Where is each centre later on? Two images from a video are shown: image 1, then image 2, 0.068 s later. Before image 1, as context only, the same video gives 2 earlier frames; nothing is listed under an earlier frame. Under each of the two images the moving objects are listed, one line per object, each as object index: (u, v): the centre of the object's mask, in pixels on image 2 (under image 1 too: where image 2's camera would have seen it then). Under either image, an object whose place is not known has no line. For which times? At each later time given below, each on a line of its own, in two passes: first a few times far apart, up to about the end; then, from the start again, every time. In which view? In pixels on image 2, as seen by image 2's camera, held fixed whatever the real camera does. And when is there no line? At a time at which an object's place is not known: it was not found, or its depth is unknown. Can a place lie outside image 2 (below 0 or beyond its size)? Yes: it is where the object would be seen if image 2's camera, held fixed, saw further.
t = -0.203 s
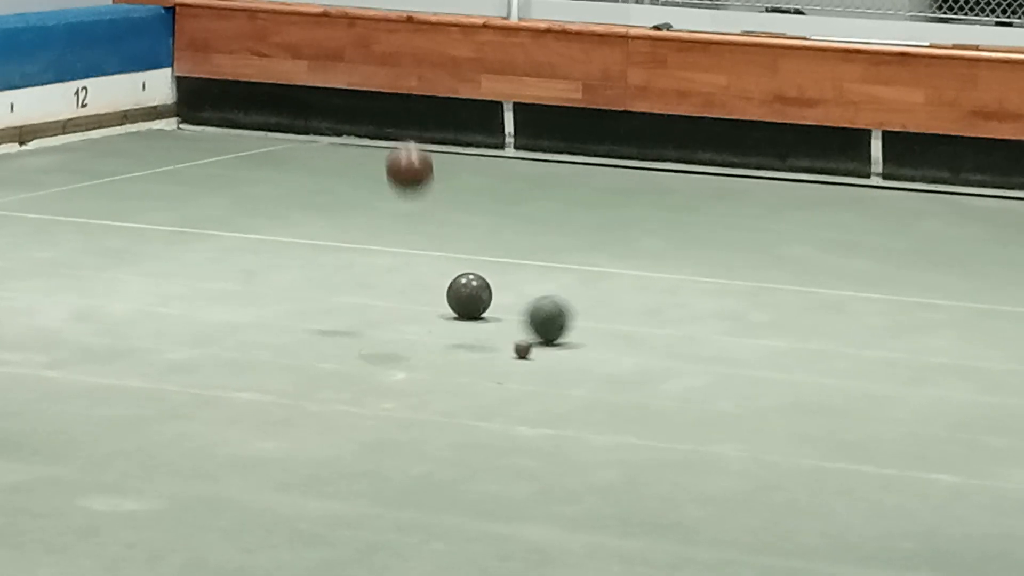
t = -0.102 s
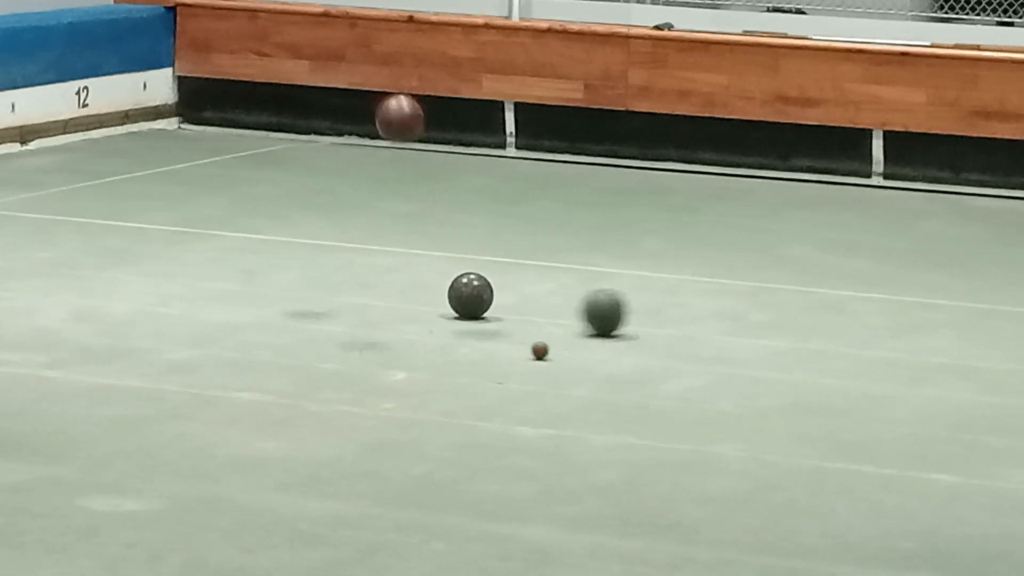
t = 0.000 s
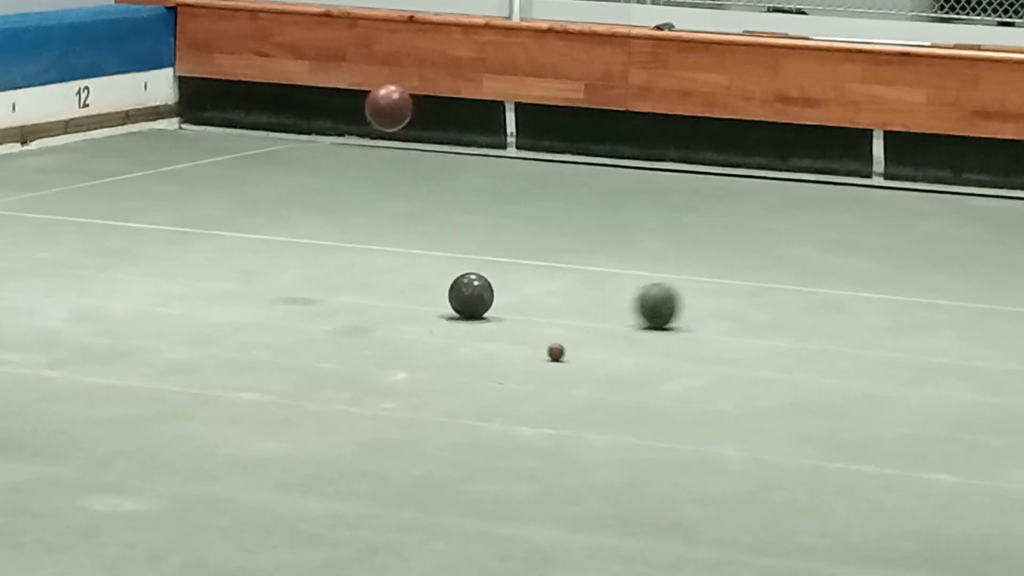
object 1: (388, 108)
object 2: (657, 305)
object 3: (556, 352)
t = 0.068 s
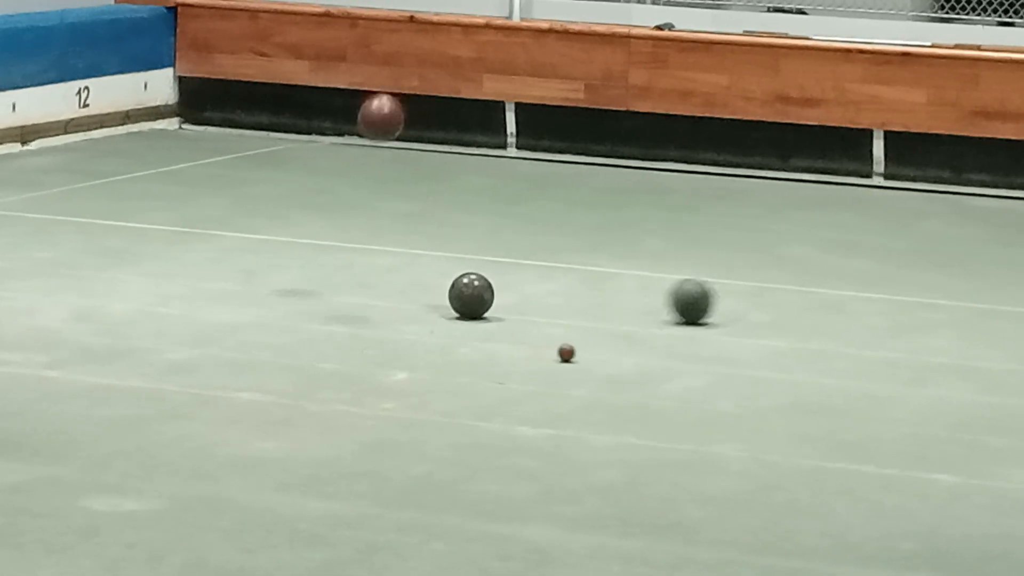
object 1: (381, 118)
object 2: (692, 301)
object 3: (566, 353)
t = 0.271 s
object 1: (356, 238)
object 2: (788, 288)
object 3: (593, 354)
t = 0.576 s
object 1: (399, 218)
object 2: (922, 270)
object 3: (629, 356)
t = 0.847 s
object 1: (429, 192)
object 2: (1018, 256)
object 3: (656, 359)
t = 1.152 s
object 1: (457, 165)
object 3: (682, 362)
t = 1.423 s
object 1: (481, 143)
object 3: (705, 363)
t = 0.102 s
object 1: (378, 127)
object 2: (709, 298)
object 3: (571, 353)
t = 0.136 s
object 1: (373, 142)
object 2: (724, 296)
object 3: (576, 353)
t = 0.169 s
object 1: (369, 162)
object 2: (741, 294)
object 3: (580, 353)
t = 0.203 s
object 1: (364, 183)
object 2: (757, 292)
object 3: (585, 353)
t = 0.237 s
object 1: (360, 208)
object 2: (772, 290)
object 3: (589, 354)
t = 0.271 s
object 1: (356, 238)
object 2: (788, 288)
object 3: (593, 354)
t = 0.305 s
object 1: (356, 249)
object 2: (804, 285)
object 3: (597, 354)
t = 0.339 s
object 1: (363, 236)
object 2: (819, 283)
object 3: (601, 355)
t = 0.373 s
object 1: (369, 228)
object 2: (834, 281)
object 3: (605, 355)
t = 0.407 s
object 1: (375, 223)
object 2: (849, 279)
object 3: (609, 355)
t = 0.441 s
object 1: (380, 222)
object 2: (864, 277)
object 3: (613, 356)
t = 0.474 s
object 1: (386, 223)
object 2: (879, 276)
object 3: (617, 356)
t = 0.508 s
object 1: (392, 228)
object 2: (894, 274)
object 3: (621, 356)
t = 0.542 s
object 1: (396, 222)
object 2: (908, 272)
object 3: (625, 356)
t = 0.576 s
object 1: (399, 218)
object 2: (922, 270)
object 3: (629, 356)
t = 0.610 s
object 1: (402, 217)
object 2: (936, 268)
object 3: (632, 357)
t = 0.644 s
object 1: (406, 213)
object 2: (950, 266)
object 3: (636, 357)
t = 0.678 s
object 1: (411, 210)
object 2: (964, 265)
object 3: (640, 358)
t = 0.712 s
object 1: (415, 207)
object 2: (979, 263)
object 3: (644, 358)
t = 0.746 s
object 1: (418, 203)
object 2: (992, 261)
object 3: (647, 358)
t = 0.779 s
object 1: (422, 200)
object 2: (1004, 259)
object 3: (650, 359)
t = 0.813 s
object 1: (425, 196)
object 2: (1012, 258)
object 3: (653, 359)
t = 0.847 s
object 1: (429, 192)
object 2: (1018, 256)
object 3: (656, 359)
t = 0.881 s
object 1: (432, 189)
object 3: (659, 360)
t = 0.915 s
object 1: (435, 186)
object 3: (662, 360)
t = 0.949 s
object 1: (439, 183)
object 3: (665, 360)
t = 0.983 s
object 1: (442, 180)
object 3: (668, 360)
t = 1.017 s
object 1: (445, 177)
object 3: (671, 360)
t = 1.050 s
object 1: (448, 174)
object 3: (674, 361)
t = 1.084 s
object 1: (451, 171)
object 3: (677, 361)
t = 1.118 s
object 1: (454, 168)
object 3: (681, 361)
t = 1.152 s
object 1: (457, 165)
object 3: (682, 362)
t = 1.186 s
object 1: (460, 163)
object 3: (685, 362)
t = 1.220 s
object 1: (462, 160)
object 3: (687, 362)
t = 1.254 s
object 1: (465, 157)
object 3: (689, 362)
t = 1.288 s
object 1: (472, 151)
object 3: (695, 362)
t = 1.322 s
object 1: (474, 149)
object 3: (698, 363)
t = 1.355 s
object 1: (476, 147)
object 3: (700, 363)
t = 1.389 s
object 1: (479, 145)
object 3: (703, 363)
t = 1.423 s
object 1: (481, 143)
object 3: (705, 363)
